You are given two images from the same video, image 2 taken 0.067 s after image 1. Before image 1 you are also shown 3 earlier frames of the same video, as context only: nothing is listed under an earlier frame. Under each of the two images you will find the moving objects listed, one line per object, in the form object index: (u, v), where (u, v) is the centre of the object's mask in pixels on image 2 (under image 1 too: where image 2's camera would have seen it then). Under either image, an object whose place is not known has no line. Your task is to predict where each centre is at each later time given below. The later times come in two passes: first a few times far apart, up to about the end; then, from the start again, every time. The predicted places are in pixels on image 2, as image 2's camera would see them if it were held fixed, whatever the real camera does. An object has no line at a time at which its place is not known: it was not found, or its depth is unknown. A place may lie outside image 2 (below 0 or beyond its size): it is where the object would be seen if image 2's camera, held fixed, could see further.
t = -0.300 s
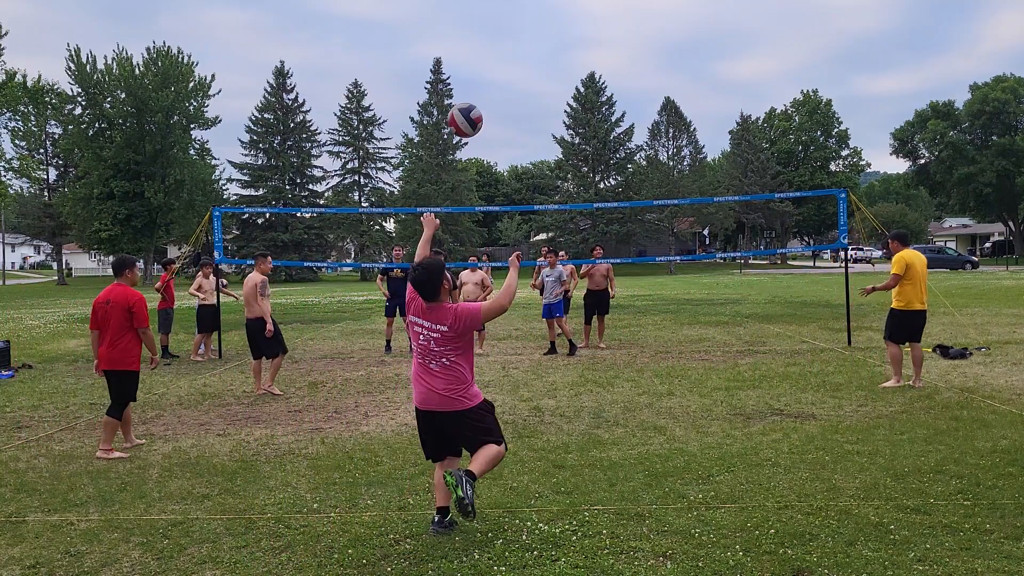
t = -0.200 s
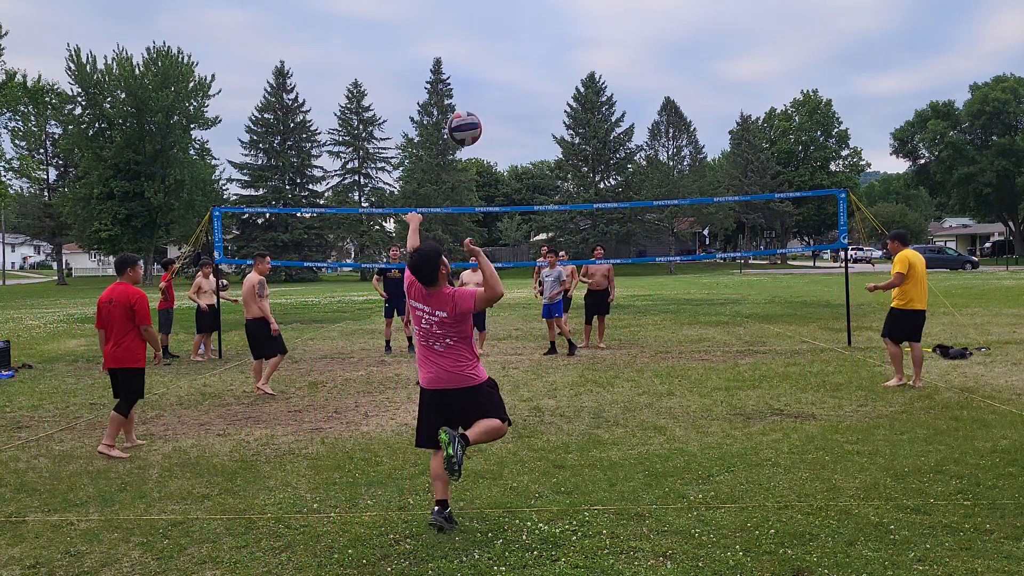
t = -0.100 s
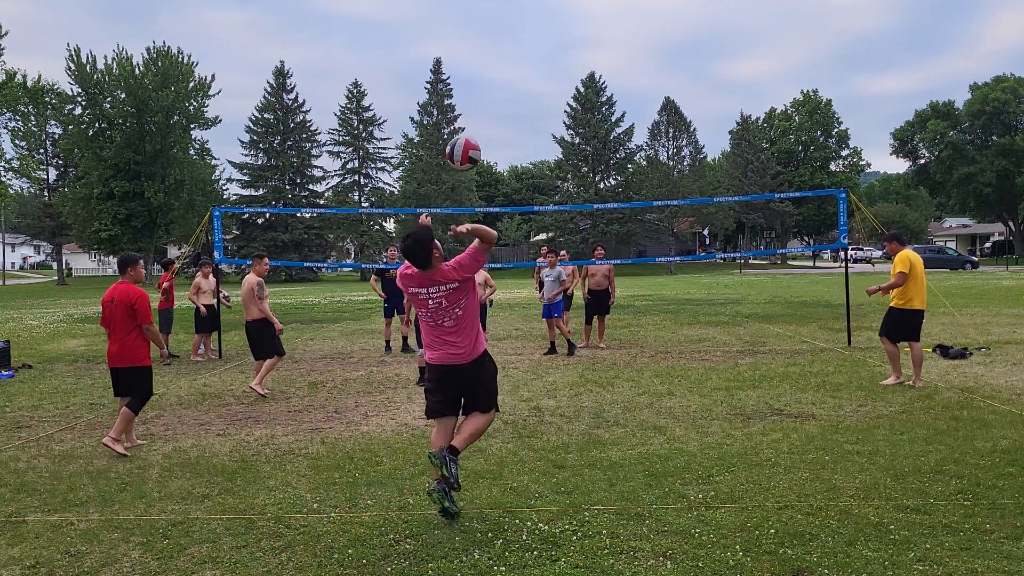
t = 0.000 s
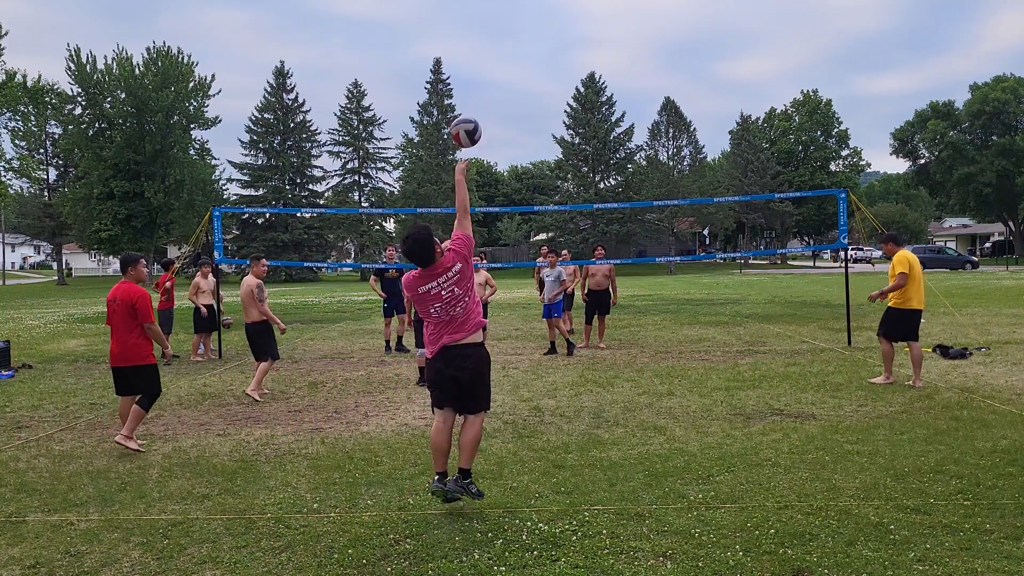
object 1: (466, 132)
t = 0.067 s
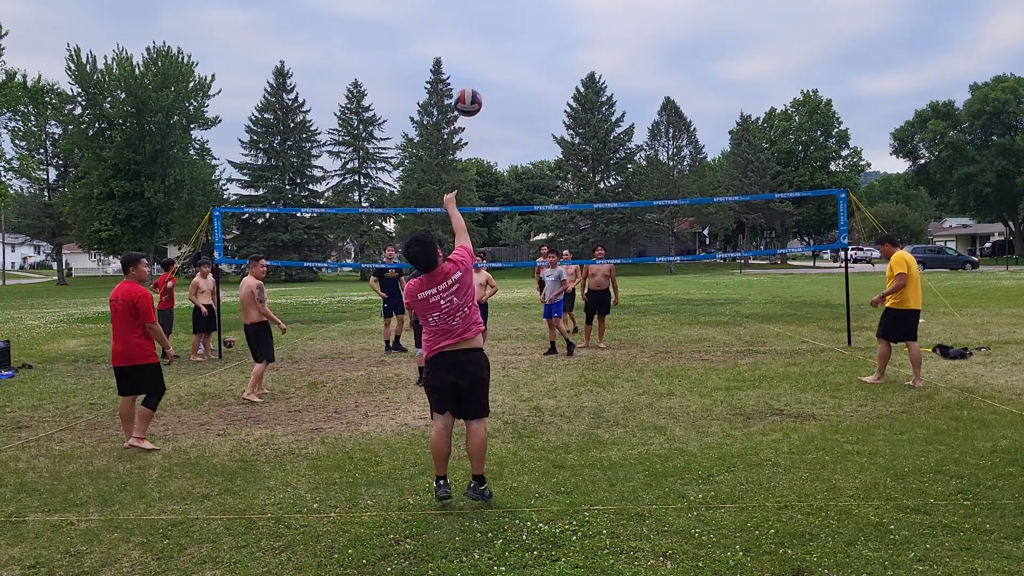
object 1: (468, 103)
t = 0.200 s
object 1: (472, 74)
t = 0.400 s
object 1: (478, 78)
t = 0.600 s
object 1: (481, 112)
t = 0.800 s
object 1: (483, 164)
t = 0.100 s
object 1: (469, 92)
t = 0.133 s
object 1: (470, 84)
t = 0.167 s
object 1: (471, 78)
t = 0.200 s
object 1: (472, 74)
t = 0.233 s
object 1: (473, 72)
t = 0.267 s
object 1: (474, 71)
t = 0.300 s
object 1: (475, 71)
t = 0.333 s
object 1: (476, 72)
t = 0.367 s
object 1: (477, 74)
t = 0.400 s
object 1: (478, 78)
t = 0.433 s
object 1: (479, 82)
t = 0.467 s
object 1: (479, 86)
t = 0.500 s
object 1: (479, 92)
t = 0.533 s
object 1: (480, 98)
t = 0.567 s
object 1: (480, 105)
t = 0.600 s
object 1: (481, 112)
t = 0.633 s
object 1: (481, 119)
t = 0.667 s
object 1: (481, 128)
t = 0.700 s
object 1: (482, 136)
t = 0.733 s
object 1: (482, 144)
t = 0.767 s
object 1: (483, 154)
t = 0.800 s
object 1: (483, 164)
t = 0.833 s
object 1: (484, 172)
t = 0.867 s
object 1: (485, 182)
